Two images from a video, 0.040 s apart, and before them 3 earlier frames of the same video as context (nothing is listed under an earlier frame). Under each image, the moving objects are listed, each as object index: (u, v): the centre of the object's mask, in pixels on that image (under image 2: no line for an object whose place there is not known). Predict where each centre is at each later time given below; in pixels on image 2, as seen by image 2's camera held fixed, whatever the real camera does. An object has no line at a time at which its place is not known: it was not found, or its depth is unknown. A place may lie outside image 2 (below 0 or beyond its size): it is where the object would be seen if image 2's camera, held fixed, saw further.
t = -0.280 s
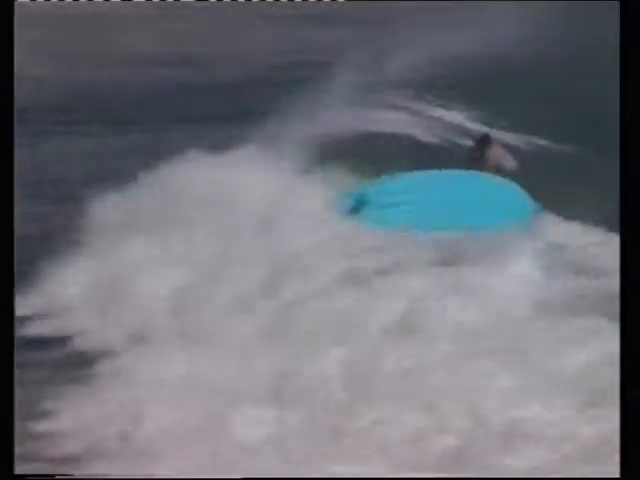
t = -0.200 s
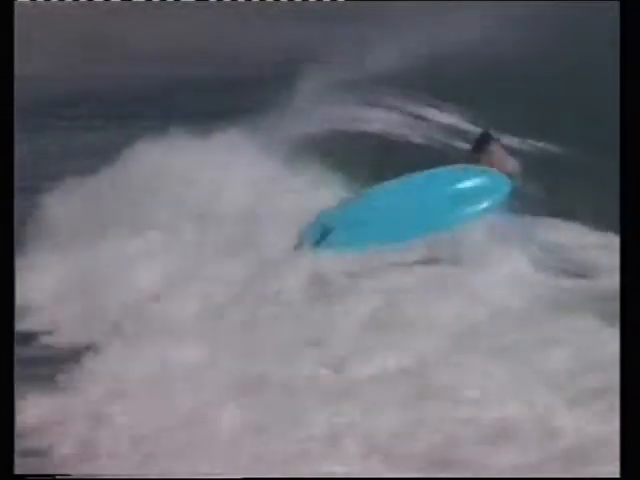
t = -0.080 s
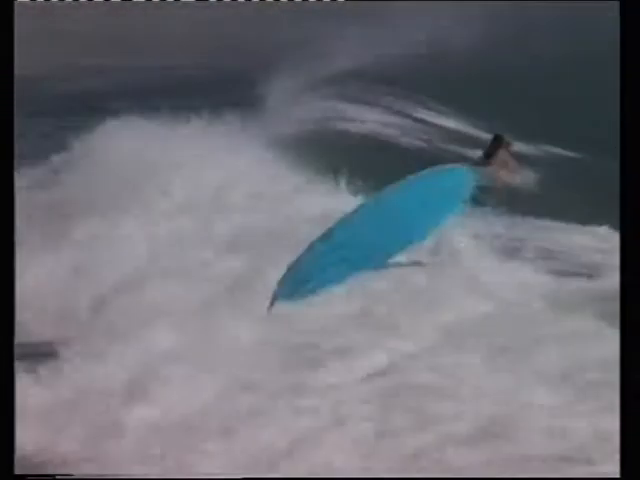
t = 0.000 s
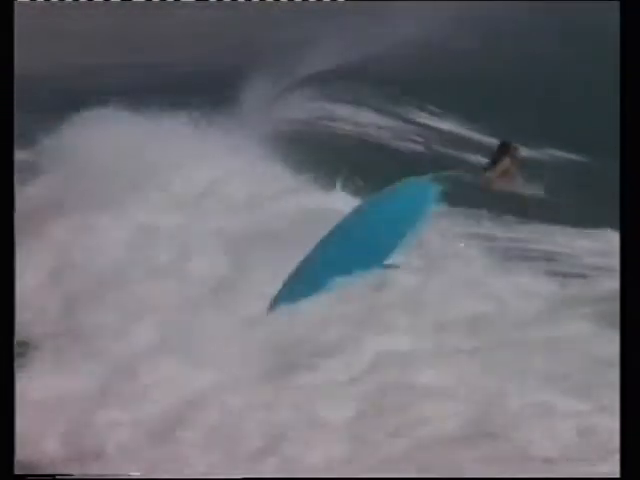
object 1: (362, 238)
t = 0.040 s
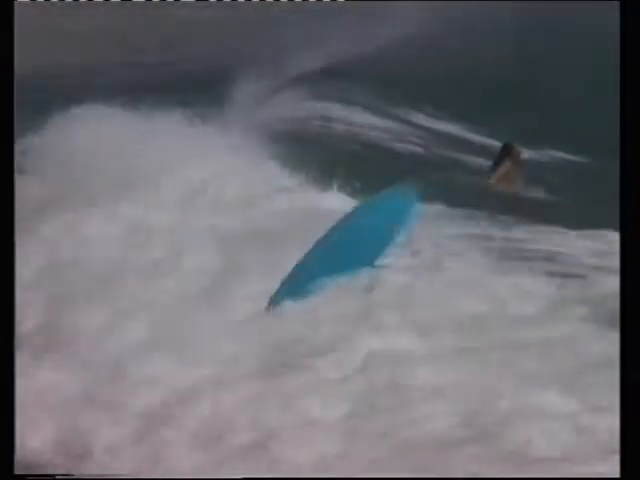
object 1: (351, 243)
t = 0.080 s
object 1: (334, 254)
